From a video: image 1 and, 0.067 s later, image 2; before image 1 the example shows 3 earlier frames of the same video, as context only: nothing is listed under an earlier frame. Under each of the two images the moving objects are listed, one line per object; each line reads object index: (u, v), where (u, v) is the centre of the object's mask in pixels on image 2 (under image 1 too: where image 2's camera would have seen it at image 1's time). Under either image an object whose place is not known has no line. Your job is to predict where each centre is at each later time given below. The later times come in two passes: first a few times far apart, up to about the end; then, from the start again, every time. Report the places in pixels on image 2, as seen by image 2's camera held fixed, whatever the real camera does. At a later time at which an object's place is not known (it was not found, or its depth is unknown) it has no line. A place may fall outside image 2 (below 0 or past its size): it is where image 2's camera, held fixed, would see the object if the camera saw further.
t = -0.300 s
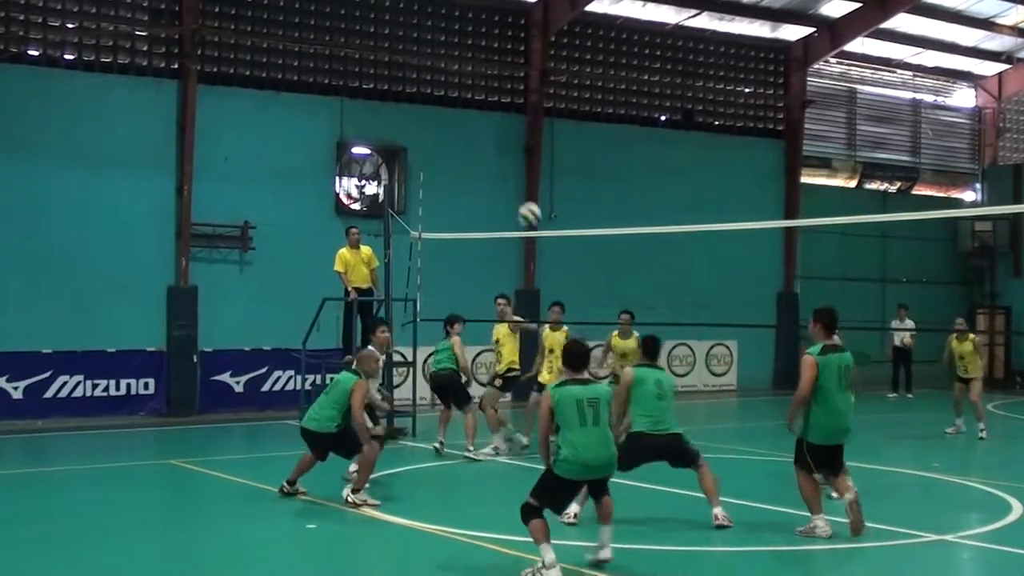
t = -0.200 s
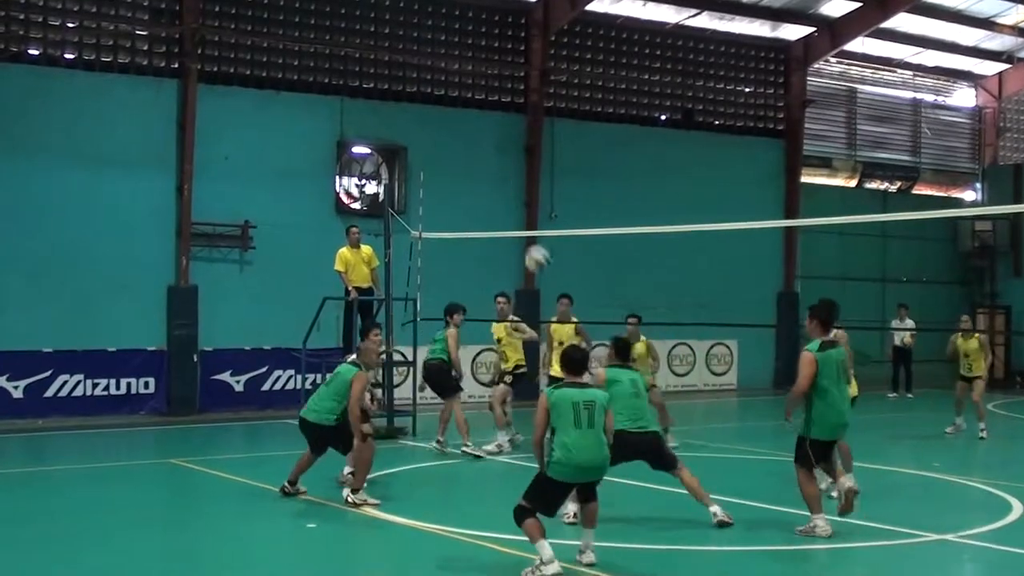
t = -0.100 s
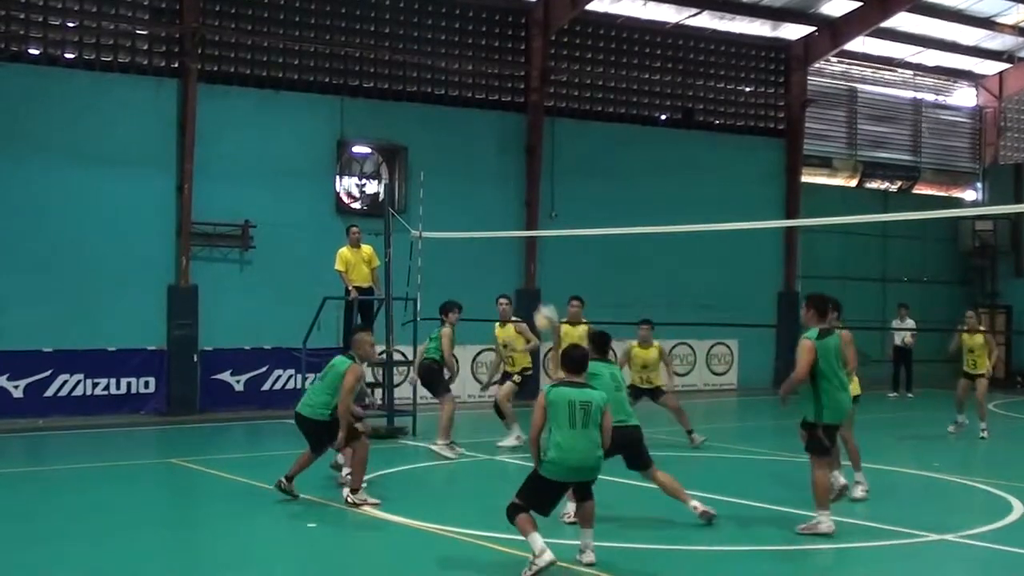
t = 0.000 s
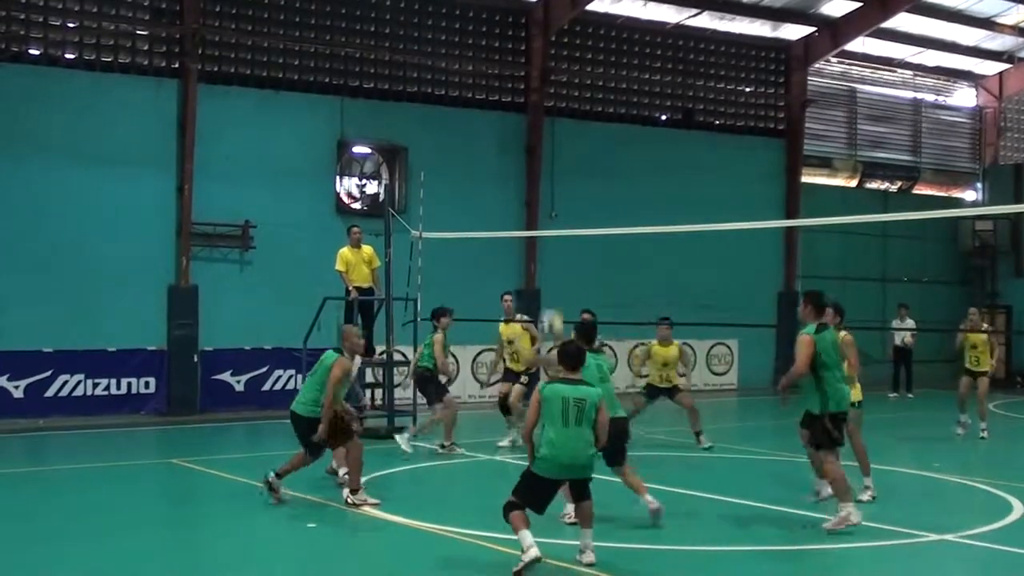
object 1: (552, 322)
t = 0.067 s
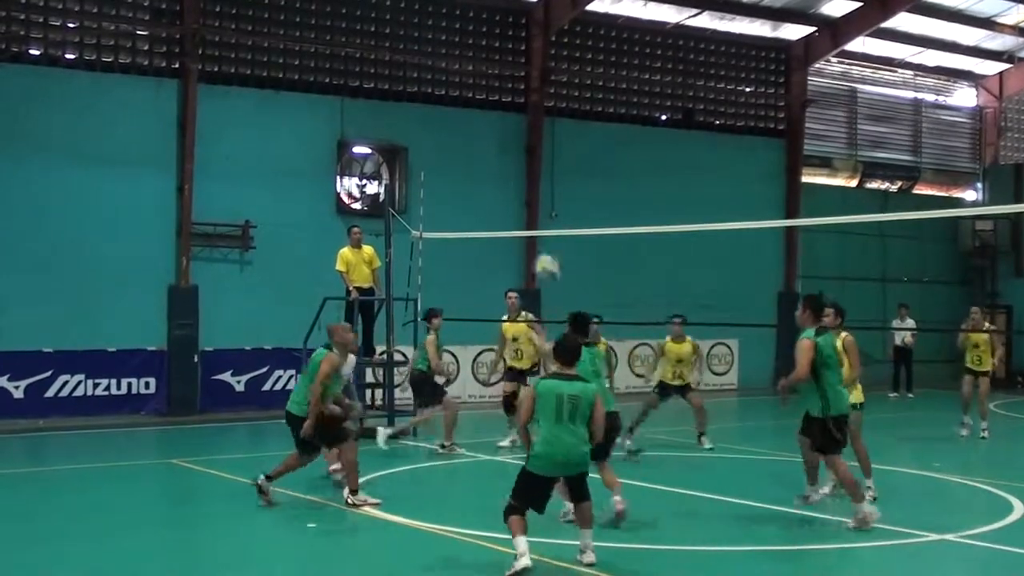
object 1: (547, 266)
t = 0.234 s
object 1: (541, 150)
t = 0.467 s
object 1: (530, 41)
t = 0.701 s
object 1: (520, 7)
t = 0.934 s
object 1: (510, 22)
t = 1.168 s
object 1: (500, 113)
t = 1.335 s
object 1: (489, 221)
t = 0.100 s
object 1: (546, 239)
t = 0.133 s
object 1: (545, 213)
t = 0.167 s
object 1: (544, 191)
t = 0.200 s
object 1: (542, 170)
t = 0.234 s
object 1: (541, 150)
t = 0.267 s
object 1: (540, 131)
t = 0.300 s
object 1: (538, 112)
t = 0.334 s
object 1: (536, 96)
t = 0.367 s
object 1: (535, 81)
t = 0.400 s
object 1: (533, 68)
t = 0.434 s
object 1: (532, 53)
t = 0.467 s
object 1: (530, 41)
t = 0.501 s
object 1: (529, 31)
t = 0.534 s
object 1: (528, 23)
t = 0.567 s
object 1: (526, 15)
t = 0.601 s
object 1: (524, 11)
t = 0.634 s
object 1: (524, 9)
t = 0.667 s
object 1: (522, 7)
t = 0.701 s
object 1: (520, 7)
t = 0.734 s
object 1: (519, 7)
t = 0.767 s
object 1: (517, 7)
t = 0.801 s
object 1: (515, 8)
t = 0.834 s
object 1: (515, 10)
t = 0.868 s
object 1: (513, 13)
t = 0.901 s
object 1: (511, 16)
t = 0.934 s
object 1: (510, 22)
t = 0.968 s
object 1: (508, 31)
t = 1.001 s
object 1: (507, 43)
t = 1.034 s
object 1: (505, 54)
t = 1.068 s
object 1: (503, 66)
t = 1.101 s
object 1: (502, 80)
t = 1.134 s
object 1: (501, 96)
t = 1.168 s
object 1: (500, 113)
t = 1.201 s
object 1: (499, 132)
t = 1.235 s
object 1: (497, 151)
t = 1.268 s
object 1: (495, 171)
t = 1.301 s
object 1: (493, 197)
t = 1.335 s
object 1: (489, 221)
